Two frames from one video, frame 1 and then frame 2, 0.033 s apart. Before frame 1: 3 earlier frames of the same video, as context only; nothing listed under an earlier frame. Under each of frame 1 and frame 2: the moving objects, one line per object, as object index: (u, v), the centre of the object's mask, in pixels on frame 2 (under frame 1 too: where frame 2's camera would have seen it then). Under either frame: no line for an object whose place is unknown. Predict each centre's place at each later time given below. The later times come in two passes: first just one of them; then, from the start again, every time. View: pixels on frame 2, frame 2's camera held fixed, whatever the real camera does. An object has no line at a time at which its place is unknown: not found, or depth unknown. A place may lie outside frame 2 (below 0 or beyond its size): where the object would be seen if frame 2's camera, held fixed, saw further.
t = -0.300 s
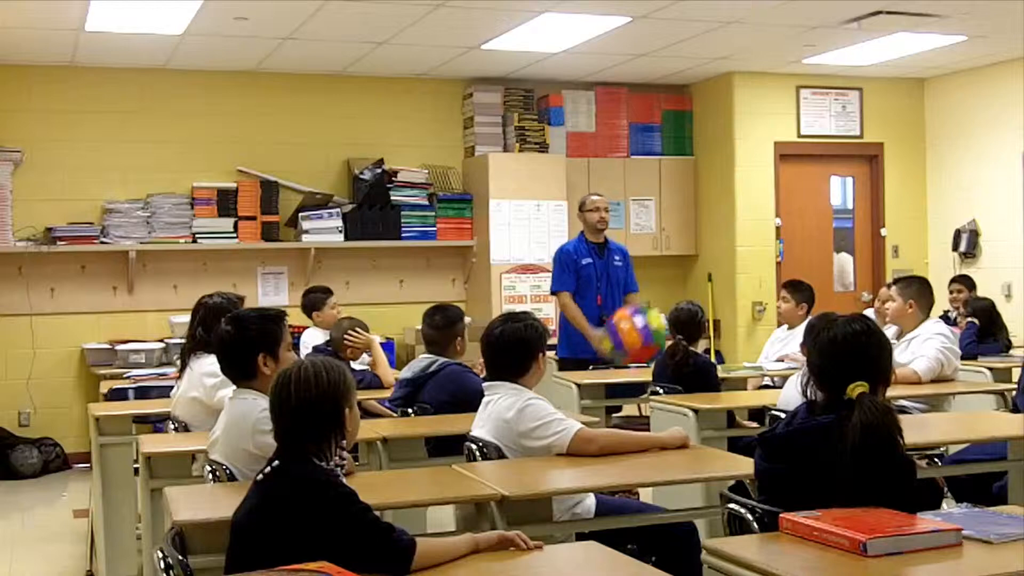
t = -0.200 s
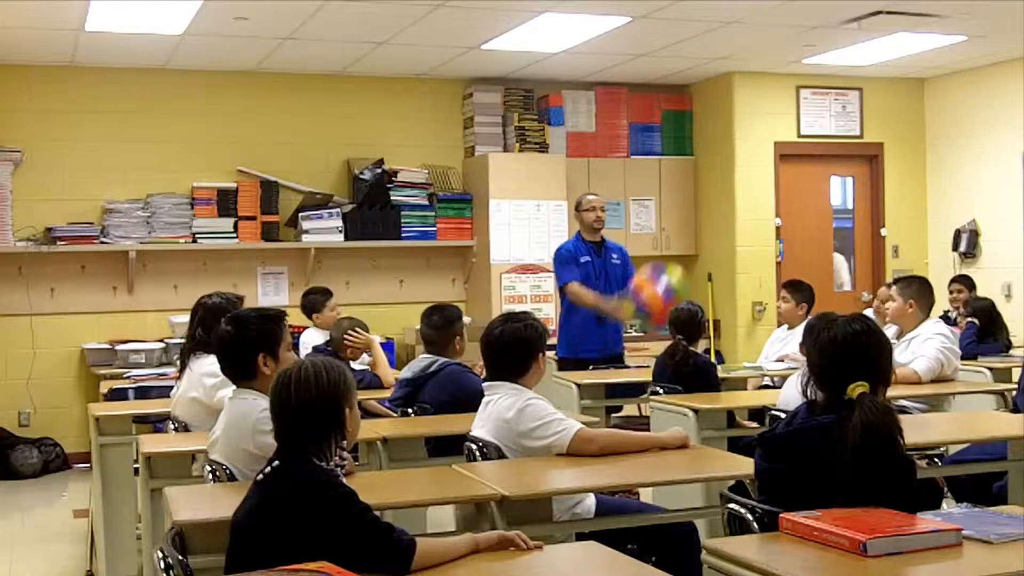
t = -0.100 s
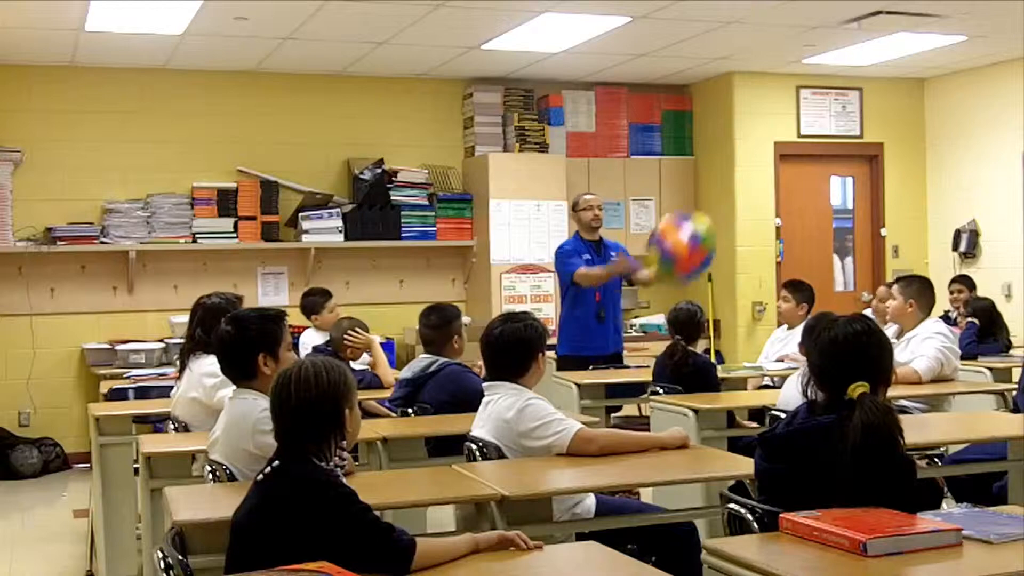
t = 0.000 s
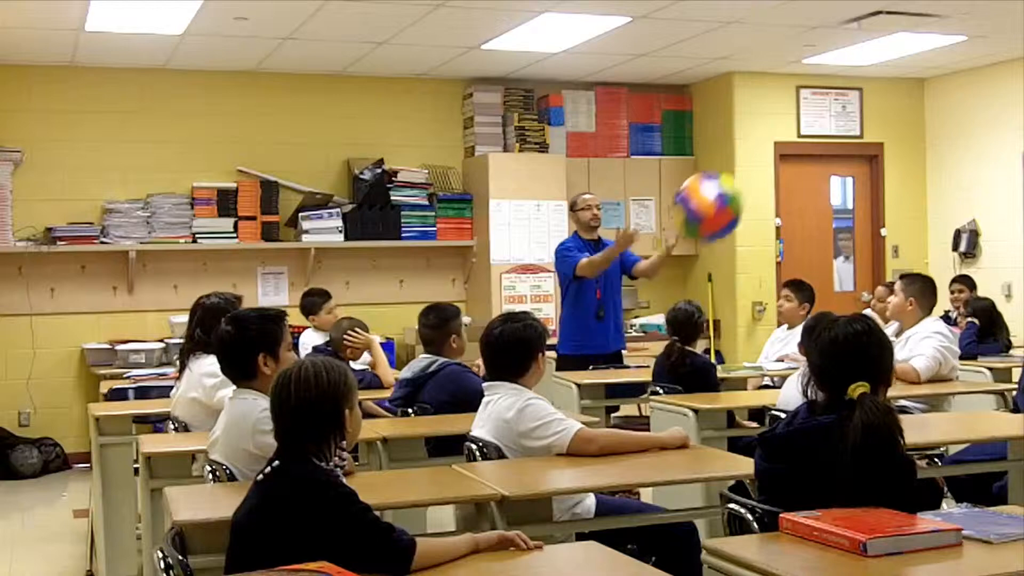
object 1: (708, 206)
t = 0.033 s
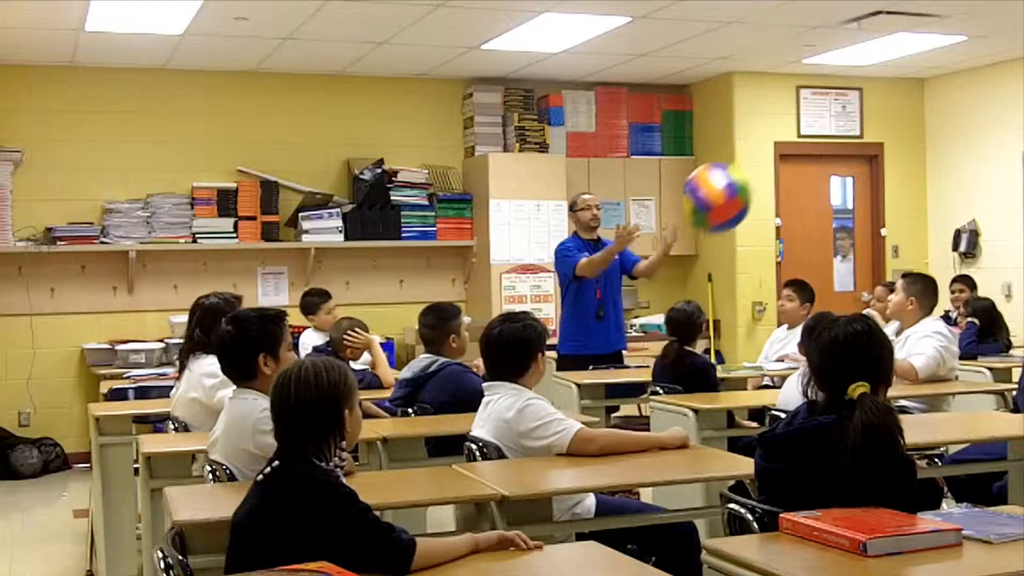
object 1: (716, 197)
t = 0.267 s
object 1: (782, 171)
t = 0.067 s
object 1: (725, 189)
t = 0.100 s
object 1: (734, 182)
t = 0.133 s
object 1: (744, 175)
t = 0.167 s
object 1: (754, 172)
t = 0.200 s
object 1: (764, 170)
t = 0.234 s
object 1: (773, 170)
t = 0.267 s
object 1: (782, 171)
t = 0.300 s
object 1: (791, 174)
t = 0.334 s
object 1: (800, 178)
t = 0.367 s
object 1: (810, 184)
